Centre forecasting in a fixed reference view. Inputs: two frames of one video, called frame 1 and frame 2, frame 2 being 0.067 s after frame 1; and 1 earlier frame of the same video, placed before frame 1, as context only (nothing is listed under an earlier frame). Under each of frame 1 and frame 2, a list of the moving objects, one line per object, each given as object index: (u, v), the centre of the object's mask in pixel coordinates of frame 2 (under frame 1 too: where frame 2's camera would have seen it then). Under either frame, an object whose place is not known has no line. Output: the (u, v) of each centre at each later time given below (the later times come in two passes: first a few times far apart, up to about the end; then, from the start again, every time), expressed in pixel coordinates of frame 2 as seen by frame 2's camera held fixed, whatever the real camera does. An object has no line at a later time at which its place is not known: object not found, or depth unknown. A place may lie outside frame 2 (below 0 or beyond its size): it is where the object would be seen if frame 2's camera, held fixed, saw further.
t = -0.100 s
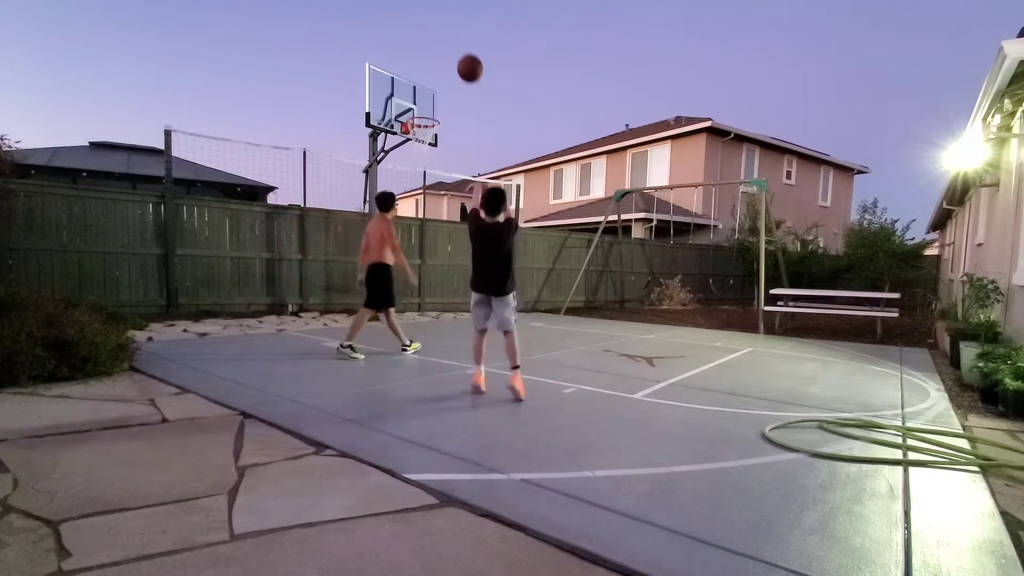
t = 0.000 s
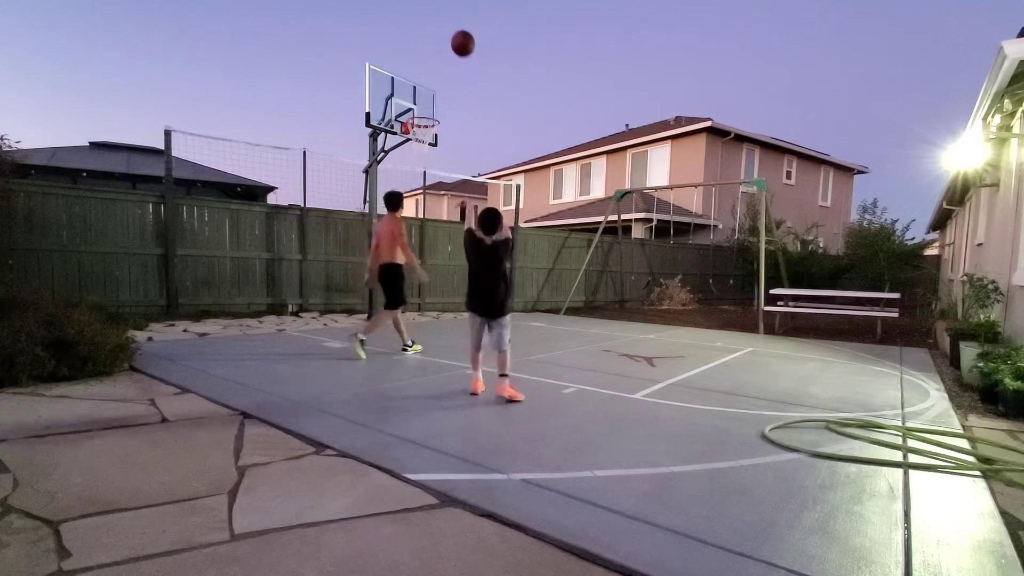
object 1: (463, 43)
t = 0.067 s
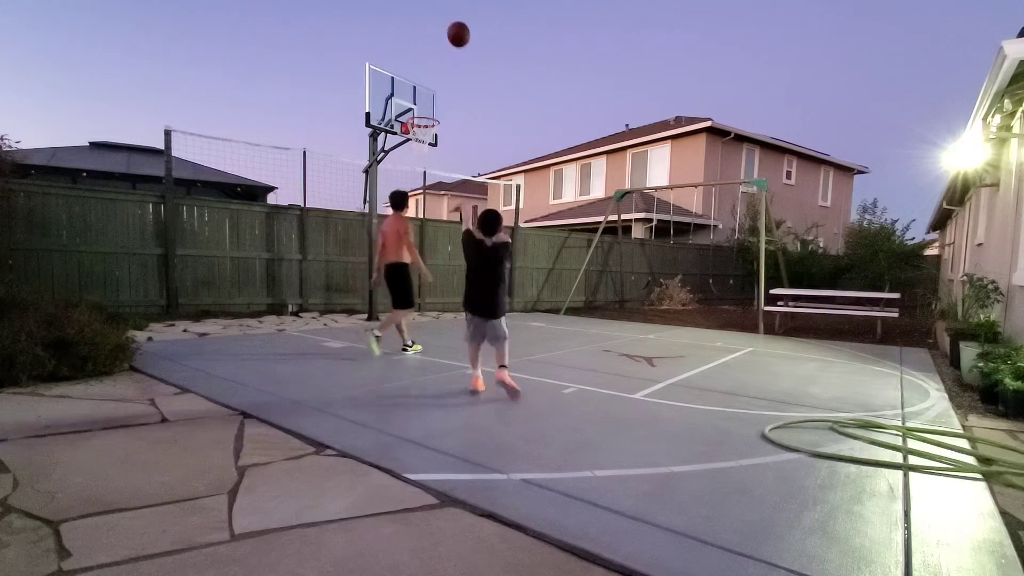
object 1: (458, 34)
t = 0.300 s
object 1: (445, 38)
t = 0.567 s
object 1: (433, 91)
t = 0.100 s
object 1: (456, 31)
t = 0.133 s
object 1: (454, 30)
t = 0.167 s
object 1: (453, 30)
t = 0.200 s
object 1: (451, 30)
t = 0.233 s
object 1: (449, 32)
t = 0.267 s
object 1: (447, 35)
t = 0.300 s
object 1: (445, 38)
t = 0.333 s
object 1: (444, 42)
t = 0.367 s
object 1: (442, 47)
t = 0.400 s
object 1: (441, 53)
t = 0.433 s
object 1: (439, 59)
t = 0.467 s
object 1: (438, 66)
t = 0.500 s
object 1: (436, 74)
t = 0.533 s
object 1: (435, 82)
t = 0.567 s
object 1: (433, 91)
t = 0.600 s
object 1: (432, 100)
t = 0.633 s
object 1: (431, 110)
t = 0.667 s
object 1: (431, 109)
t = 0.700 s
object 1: (432, 106)
